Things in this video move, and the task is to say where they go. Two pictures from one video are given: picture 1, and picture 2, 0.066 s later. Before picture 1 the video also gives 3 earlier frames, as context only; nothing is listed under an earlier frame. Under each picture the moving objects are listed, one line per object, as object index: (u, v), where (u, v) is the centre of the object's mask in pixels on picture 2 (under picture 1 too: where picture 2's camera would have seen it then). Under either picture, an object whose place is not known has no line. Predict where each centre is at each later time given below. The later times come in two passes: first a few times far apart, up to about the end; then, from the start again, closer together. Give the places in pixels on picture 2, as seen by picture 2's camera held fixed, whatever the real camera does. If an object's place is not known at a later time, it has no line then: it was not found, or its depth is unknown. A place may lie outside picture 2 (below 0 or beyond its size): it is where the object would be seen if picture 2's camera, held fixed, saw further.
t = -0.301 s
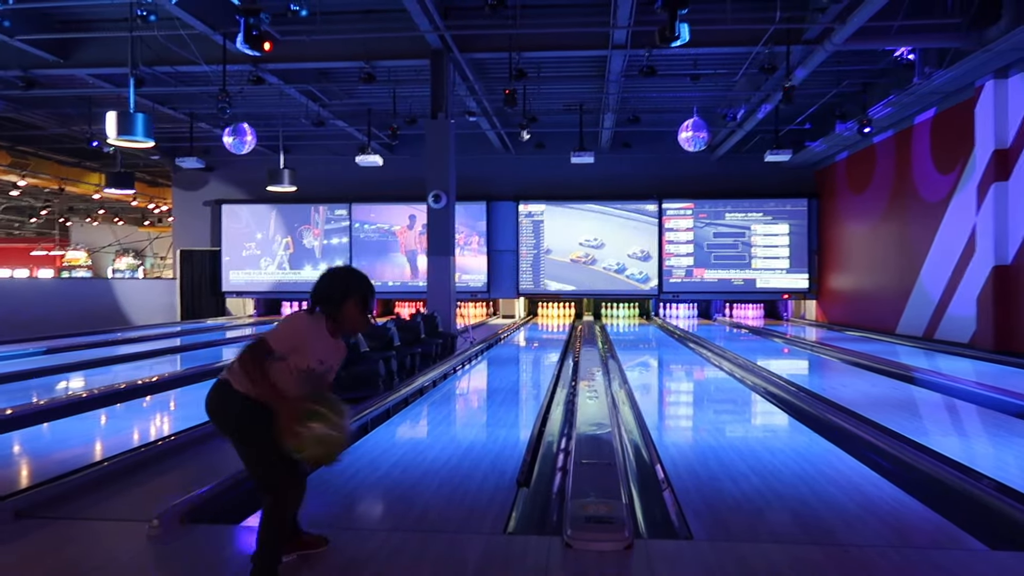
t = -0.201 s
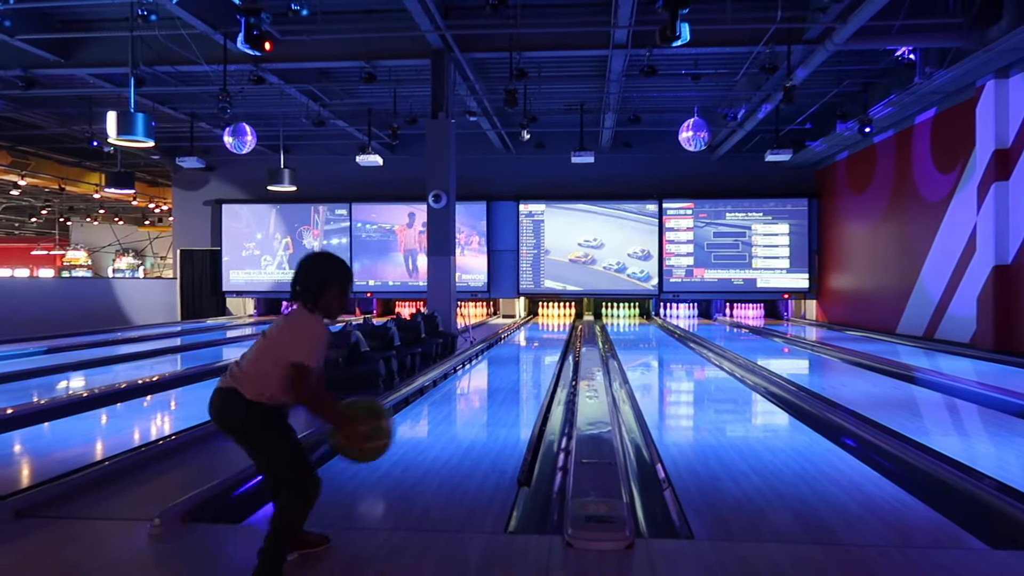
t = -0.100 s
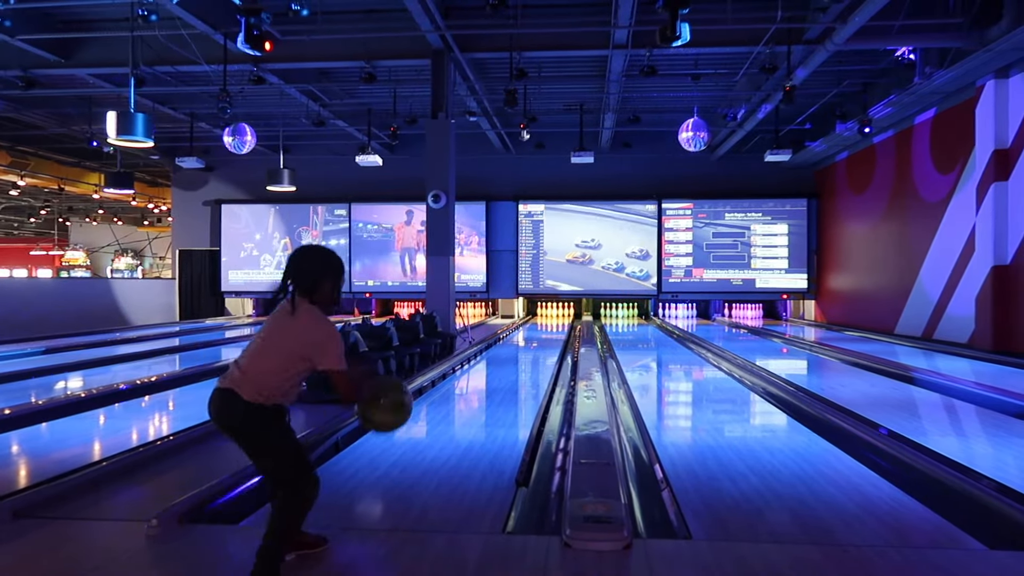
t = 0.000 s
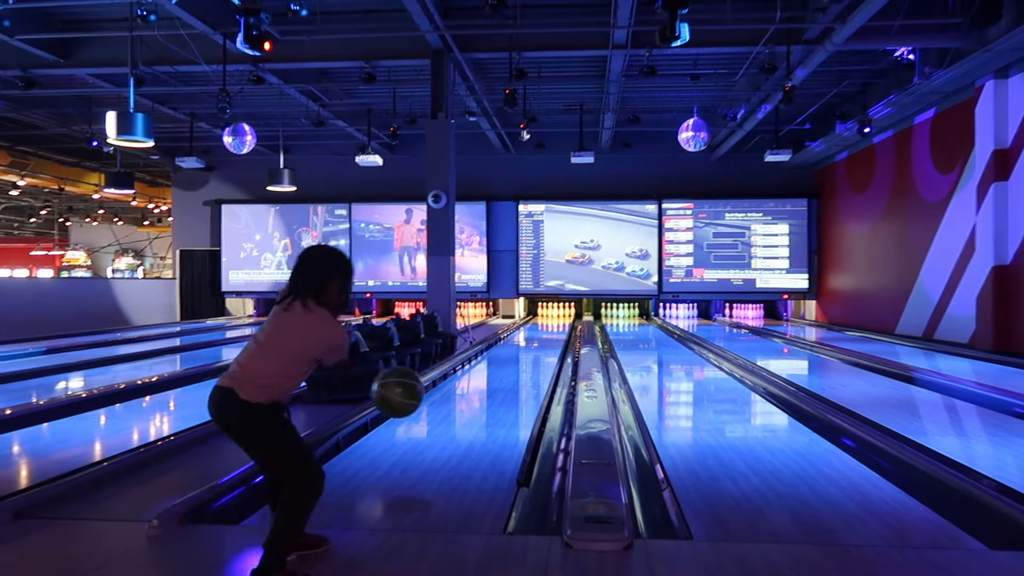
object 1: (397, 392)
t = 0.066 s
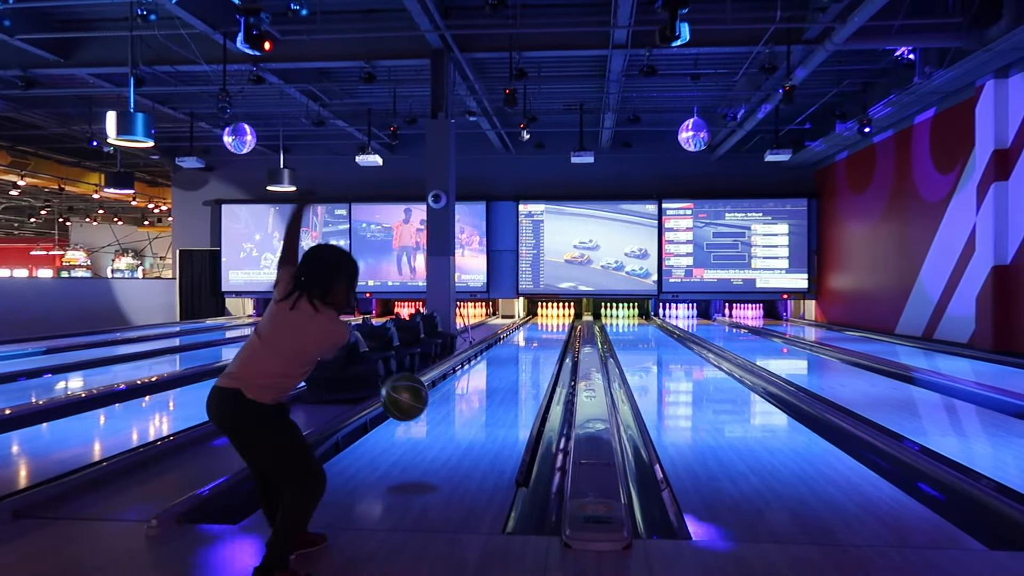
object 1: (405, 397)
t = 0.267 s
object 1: (422, 431)
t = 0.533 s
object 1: (437, 401)
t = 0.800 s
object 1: (447, 389)
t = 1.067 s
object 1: (455, 375)
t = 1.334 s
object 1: (462, 364)
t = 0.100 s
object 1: (408, 403)
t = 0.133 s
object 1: (412, 410)
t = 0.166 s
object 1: (414, 420)
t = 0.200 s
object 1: (417, 431)
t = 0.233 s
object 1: (419, 443)
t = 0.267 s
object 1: (422, 431)
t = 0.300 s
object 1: (424, 420)
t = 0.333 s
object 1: (426, 410)
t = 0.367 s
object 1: (428, 404)
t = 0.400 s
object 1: (430, 399)
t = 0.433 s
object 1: (432, 397)
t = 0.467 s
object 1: (433, 397)
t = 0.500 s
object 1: (435, 398)
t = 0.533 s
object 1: (437, 401)
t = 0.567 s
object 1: (439, 406)
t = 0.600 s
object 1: (440, 403)
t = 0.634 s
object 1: (441, 398)
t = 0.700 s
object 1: (444, 392)
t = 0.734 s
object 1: (445, 392)
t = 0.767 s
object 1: (446, 392)
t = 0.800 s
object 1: (447, 389)
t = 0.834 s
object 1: (449, 387)
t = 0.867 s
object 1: (450, 386)
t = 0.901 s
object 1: (450, 384)
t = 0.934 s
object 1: (452, 382)
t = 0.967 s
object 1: (453, 380)
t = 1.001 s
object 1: (453, 379)
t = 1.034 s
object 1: (454, 377)
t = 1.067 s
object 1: (455, 375)
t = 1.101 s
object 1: (455, 374)
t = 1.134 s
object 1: (457, 372)
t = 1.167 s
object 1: (457, 371)
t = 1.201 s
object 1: (458, 370)
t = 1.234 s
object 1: (459, 368)
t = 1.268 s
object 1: (459, 367)
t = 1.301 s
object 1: (460, 366)
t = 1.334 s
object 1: (462, 364)
